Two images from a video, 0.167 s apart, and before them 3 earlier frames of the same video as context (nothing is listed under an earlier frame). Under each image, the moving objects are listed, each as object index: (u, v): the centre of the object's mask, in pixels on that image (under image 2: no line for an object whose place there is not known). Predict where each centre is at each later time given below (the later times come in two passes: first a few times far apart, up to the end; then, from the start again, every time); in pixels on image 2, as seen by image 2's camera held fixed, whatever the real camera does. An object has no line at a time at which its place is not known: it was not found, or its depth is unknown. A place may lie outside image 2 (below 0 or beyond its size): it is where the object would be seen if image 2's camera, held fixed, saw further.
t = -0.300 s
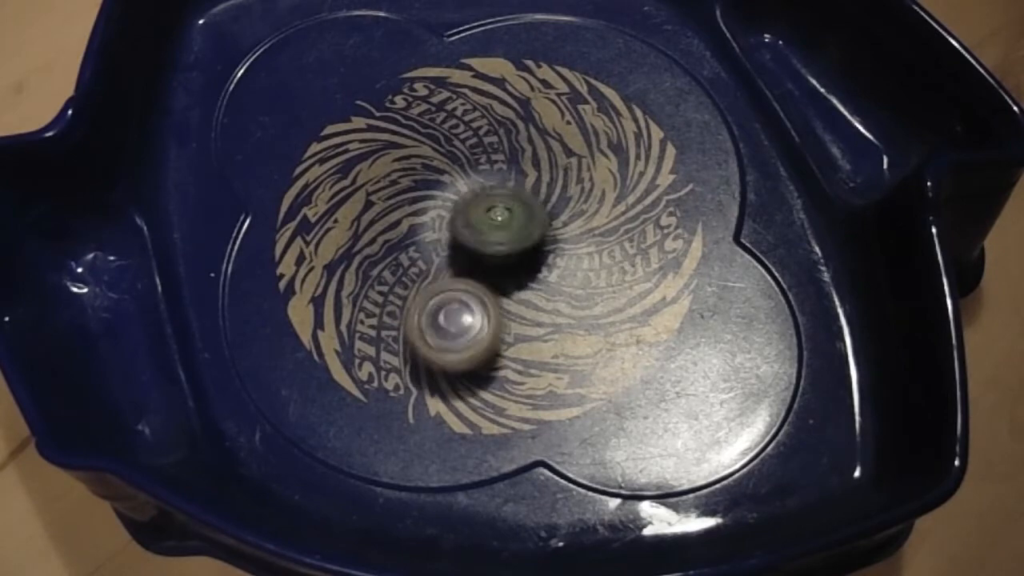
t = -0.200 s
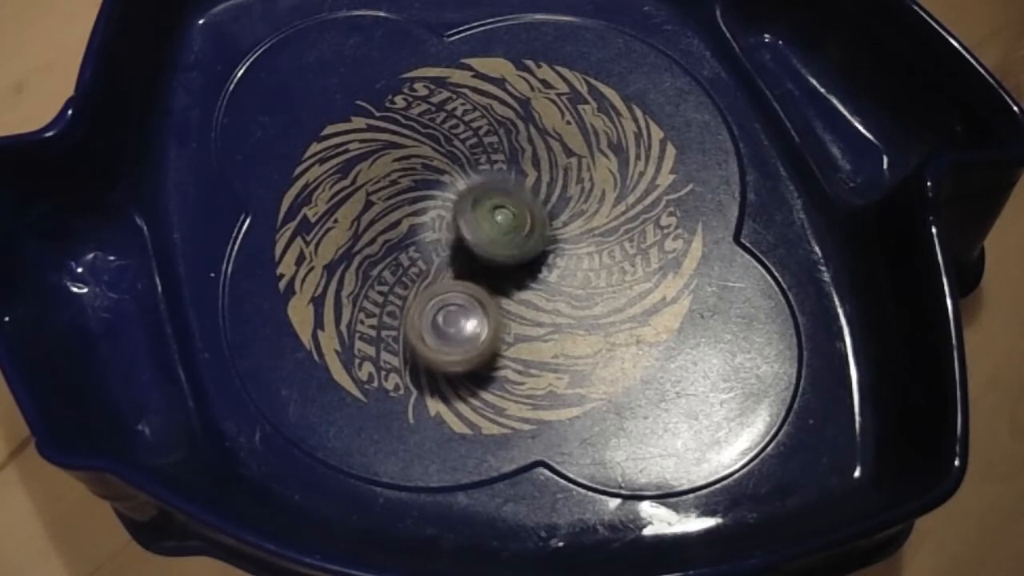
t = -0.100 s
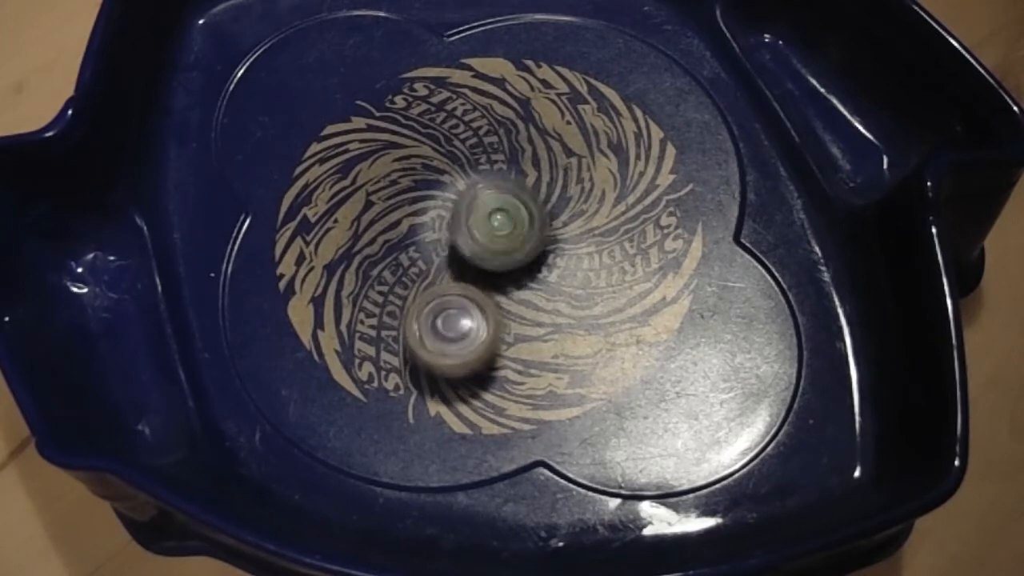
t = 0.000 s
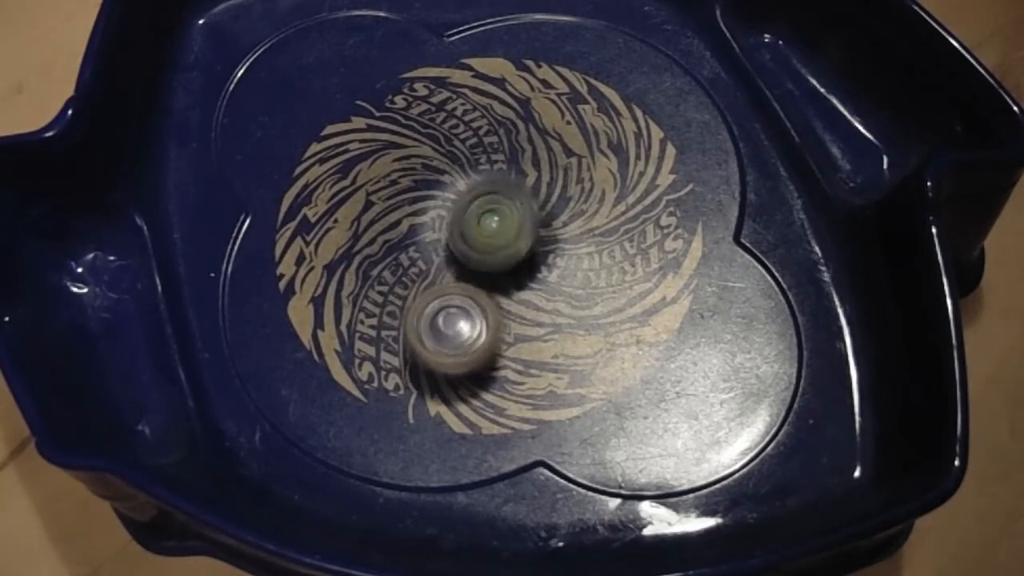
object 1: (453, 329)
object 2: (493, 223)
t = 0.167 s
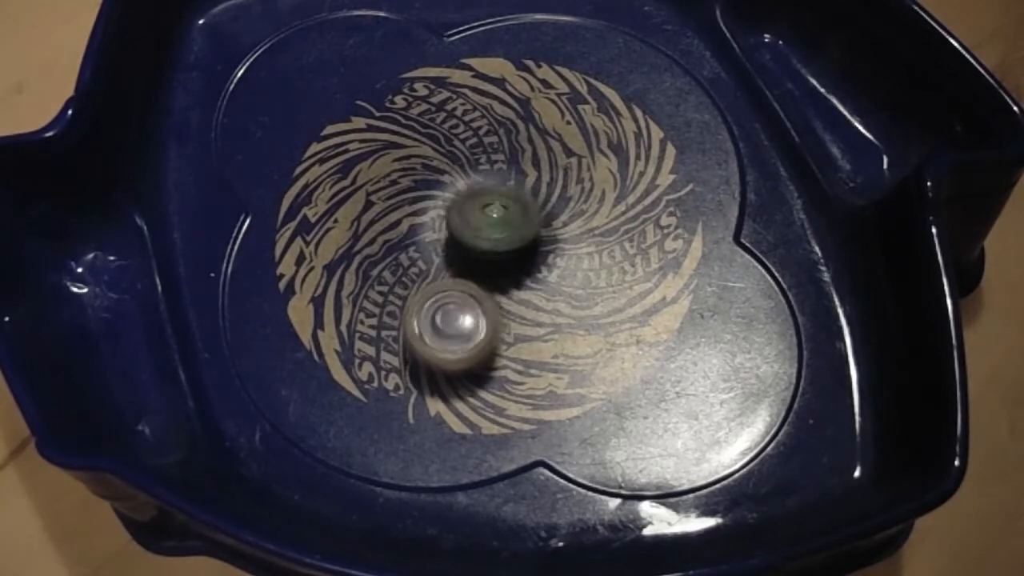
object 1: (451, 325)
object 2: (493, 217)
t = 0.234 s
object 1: (452, 323)
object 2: (494, 217)
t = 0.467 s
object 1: (457, 317)
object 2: (482, 225)
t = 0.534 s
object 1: (457, 319)
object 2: (487, 218)
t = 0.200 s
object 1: (452, 325)
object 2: (494, 219)
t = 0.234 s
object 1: (452, 323)
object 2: (494, 217)
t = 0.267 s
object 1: (453, 323)
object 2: (496, 218)
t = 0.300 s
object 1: (453, 321)
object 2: (495, 220)
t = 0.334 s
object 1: (454, 321)
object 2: (494, 221)
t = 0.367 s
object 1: (454, 318)
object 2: (493, 223)
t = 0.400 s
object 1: (455, 319)
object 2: (490, 226)
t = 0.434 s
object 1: (457, 316)
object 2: (486, 226)
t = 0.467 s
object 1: (457, 317)
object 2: (482, 225)
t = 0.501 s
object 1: (457, 317)
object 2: (483, 224)
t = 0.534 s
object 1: (457, 319)
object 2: (487, 218)
